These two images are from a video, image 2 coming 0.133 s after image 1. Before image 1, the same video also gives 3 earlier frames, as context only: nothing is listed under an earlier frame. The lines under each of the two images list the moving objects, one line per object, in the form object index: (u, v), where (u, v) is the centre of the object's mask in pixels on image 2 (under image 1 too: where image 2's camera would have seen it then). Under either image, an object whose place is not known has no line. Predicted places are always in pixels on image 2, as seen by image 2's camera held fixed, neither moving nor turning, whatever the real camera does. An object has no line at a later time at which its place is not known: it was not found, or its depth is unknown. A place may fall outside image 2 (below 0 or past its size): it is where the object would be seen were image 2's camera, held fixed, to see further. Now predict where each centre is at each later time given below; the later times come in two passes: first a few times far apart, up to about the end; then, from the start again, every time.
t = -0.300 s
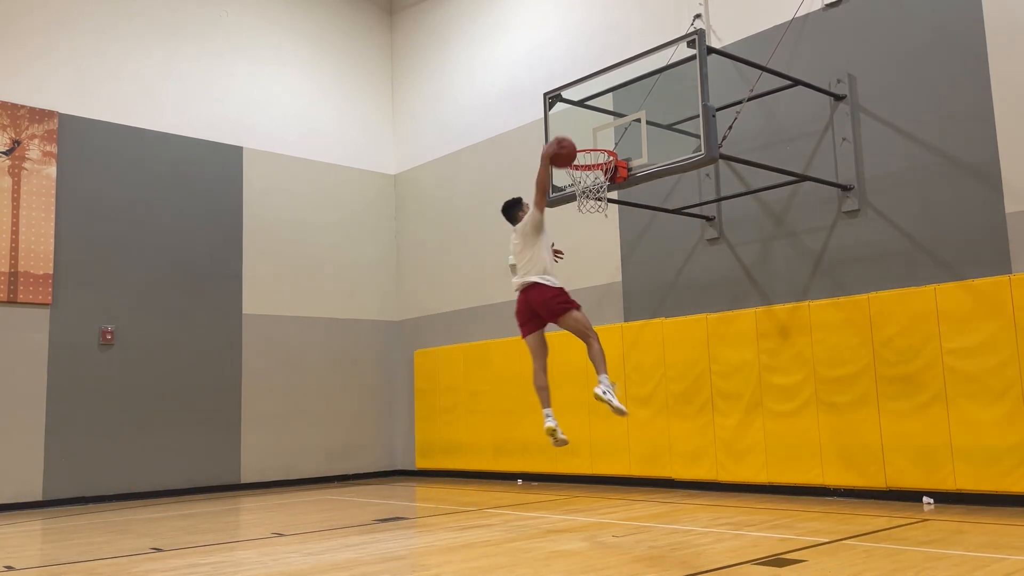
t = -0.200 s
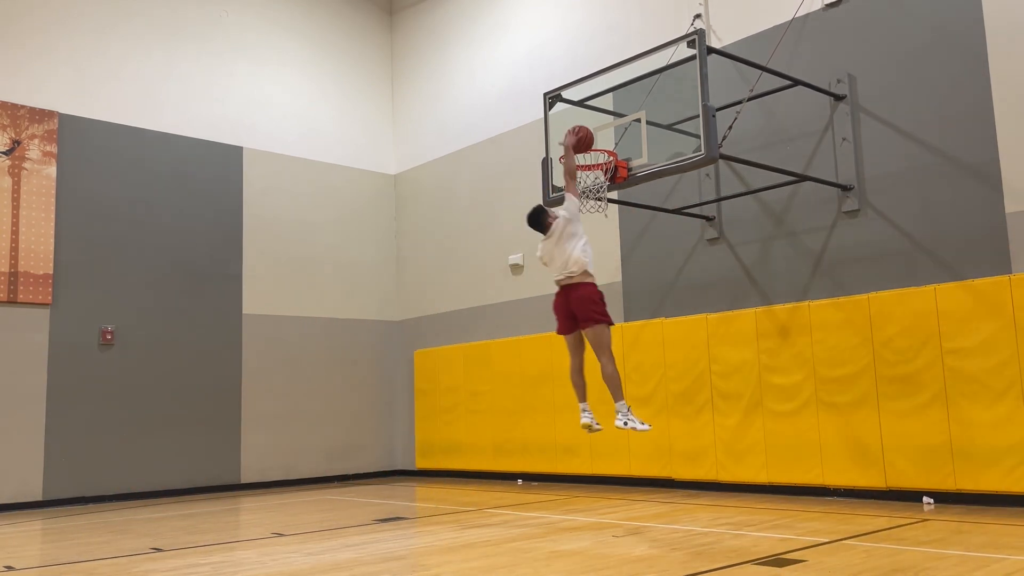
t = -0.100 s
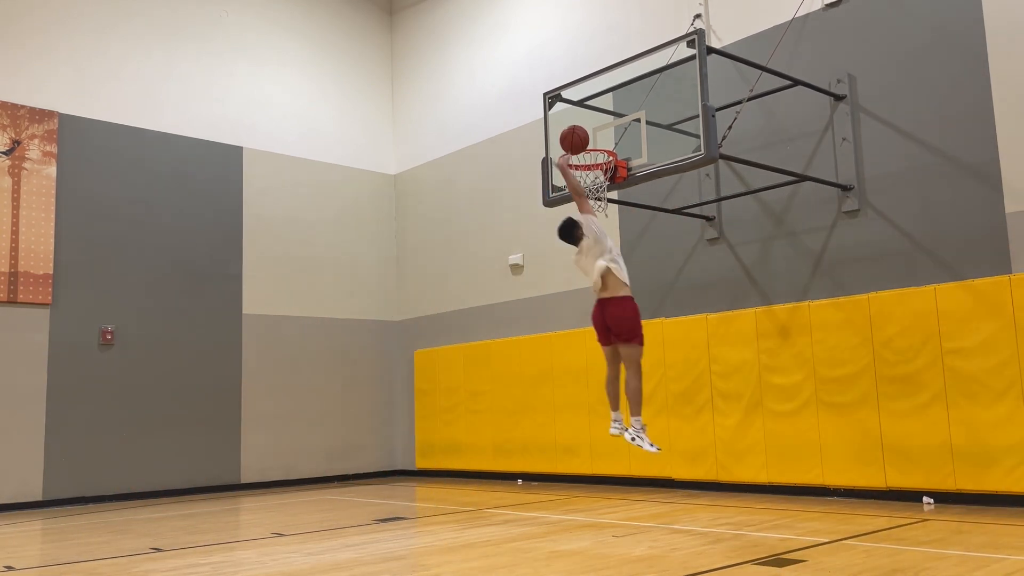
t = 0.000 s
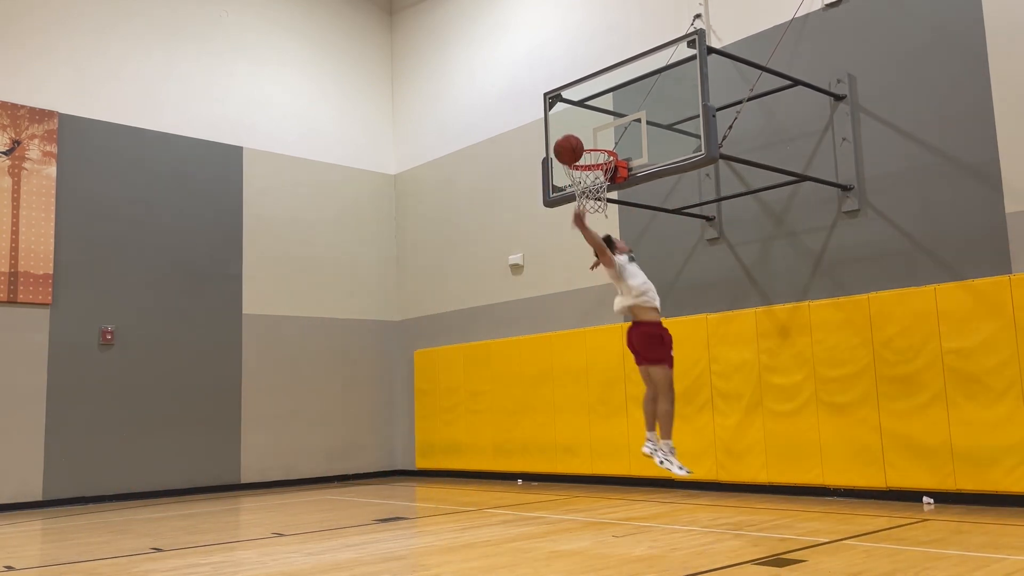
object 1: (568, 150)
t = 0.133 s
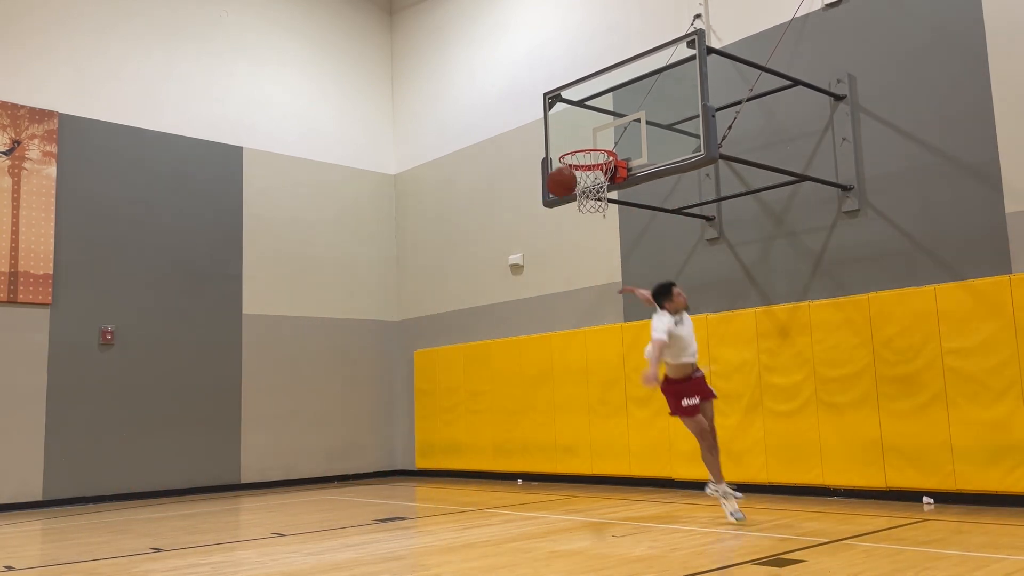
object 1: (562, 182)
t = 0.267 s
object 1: (555, 240)
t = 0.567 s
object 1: (544, 479)
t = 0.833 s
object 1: (517, 389)
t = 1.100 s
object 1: (486, 294)
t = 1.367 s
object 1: (457, 311)
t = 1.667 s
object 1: (422, 494)
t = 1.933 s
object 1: (387, 465)
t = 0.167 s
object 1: (560, 194)
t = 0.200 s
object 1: (558, 208)
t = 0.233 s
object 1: (556, 223)
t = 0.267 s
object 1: (555, 240)
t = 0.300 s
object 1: (553, 258)
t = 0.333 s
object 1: (552, 278)
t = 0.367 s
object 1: (550, 300)
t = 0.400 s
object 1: (549, 324)
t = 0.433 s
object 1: (547, 351)
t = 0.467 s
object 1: (546, 380)
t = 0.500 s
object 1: (545, 410)
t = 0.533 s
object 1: (544, 444)
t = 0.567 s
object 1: (544, 479)
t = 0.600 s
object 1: (543, 518)
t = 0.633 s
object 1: (541, 528)
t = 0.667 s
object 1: (537, 500)
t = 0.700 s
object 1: (533, 475)
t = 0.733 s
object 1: (529, 451)
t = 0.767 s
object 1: (525, 429)
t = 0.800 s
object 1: (520, 408)
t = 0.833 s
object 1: (517, 389)
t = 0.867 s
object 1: (513, 371)
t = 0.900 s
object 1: (509, 356)
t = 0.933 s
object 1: (505, 341)
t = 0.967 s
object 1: (501, 328)
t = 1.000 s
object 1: (498, 317)
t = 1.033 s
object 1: (494, 308)
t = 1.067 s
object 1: (490, 300)
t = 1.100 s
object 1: (486, 294)
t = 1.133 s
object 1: (483, 290)
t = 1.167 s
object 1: (479, 288)
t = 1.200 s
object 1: (475, 287)
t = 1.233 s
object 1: (472, 288)
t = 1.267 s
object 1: (468, 291)
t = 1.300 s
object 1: (464, 296)
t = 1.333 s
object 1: (460, 303)
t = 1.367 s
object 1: (457, 311)
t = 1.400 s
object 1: (453, 322)
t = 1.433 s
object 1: (450, 336)
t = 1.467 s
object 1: (446, 351)
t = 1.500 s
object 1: (442, 368)
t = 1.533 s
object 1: (438, 388)
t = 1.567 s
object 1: (434, 411)
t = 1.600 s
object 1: (430, 437)
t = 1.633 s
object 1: (426, 464)
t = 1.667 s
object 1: (422, 494)
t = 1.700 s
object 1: (418, 529)
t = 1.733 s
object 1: (413, 560)
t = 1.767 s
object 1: (409, 562)
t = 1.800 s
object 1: (404, 547)
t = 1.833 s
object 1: (400, 523)
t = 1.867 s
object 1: (396, 501)
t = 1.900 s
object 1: (392, 483)
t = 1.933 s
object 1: (387, 465)
